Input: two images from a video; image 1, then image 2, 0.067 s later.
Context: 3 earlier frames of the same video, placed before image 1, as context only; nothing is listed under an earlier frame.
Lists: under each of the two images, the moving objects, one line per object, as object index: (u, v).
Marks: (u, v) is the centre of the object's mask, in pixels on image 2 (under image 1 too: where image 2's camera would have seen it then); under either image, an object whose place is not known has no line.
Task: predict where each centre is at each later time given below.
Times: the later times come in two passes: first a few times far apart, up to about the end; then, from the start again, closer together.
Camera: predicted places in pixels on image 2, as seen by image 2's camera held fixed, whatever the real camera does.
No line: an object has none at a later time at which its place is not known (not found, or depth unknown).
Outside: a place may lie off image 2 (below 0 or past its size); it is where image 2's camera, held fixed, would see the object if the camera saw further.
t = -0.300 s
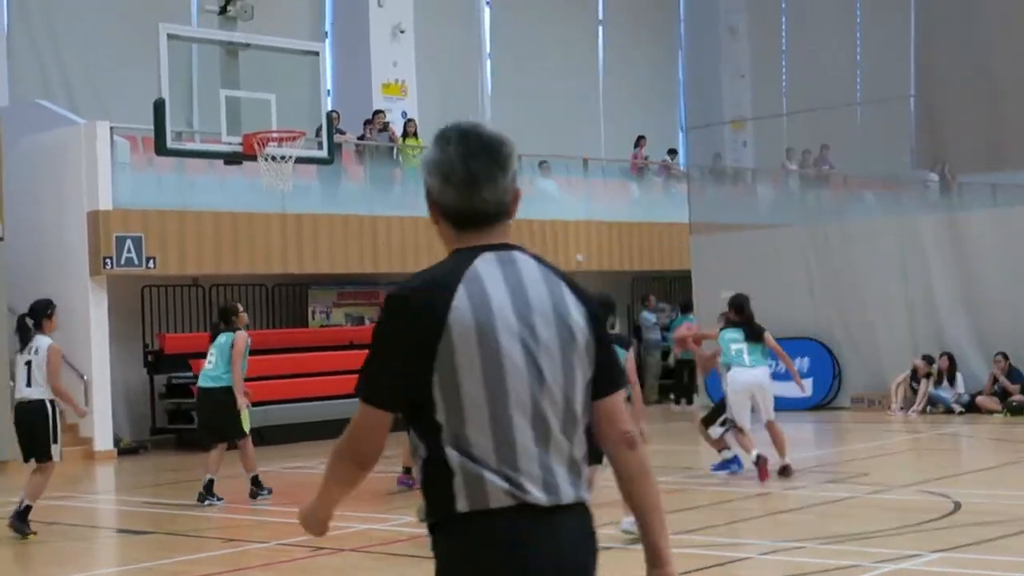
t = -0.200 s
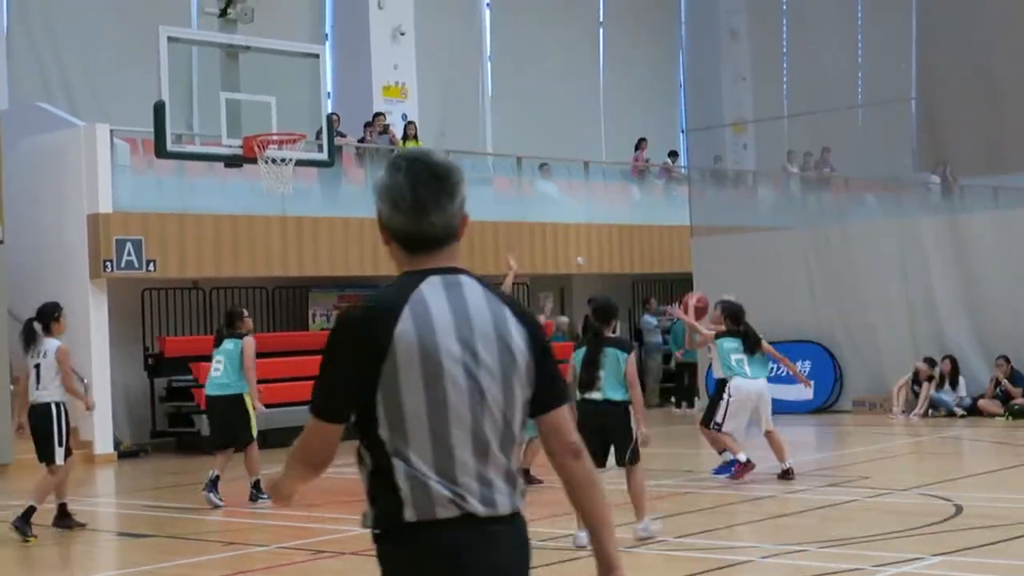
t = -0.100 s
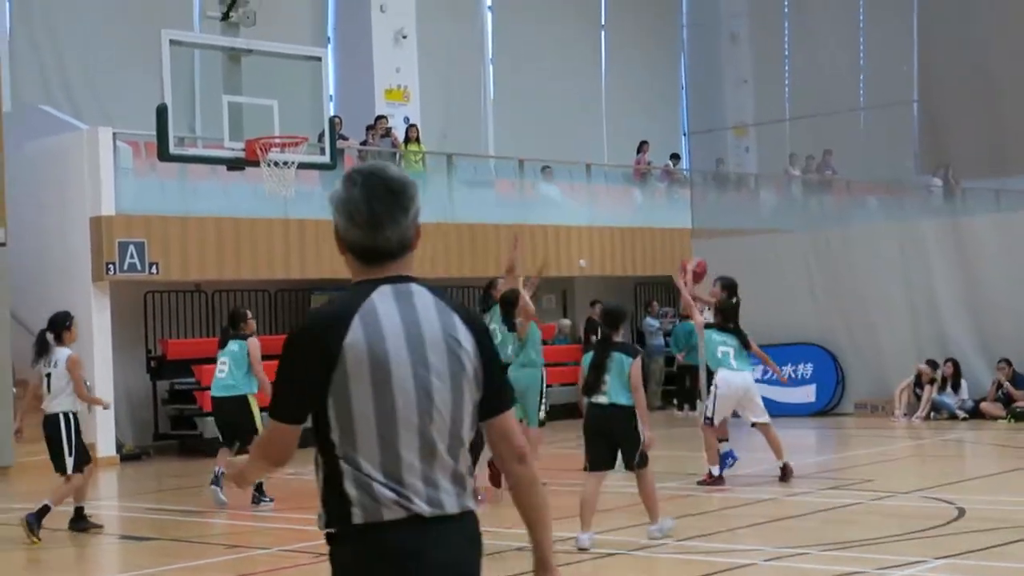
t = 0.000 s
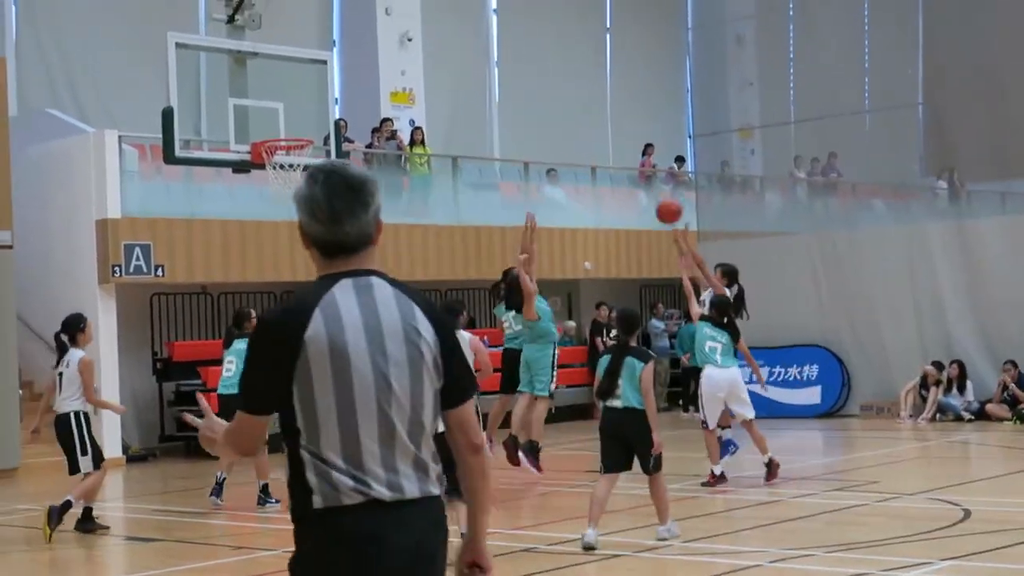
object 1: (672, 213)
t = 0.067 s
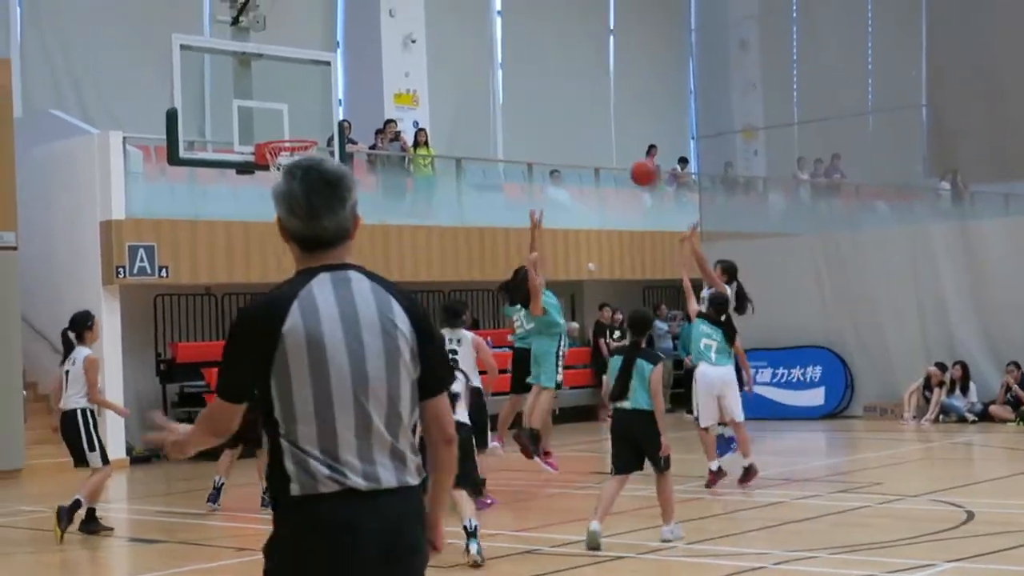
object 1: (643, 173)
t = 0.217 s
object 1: (580, 102)
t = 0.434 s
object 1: (493, 45)
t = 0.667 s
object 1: (404, 42)
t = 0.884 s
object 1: (324, 95)
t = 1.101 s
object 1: (269, 181)
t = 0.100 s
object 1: (629, 155)
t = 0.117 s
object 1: (622, 147)
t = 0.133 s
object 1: (615, 138)
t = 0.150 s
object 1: (609, 131)
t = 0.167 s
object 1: (602, 123)
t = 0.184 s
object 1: (594, 116)
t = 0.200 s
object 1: (587, 109)
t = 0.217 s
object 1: (580, 102)
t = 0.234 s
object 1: (574, 96)
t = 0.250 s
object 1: (567, 90)
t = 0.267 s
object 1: (560, 84)
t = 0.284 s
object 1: (553, 79)
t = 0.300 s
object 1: (546, 74)
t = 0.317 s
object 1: (540, 69)
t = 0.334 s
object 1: (533, 65)
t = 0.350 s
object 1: (527, 61)
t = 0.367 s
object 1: (520, 57)
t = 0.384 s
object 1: (514, 54)
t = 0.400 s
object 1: (507, 51)
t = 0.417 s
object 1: (500, 47)
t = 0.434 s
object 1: (493, 45)
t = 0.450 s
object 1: (486, 43)
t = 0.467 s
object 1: (480, 41)
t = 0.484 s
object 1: (474, 39)
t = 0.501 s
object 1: (467, 38)
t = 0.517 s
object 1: (461, 36)
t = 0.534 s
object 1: (454, 36)
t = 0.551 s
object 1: (448, 36)
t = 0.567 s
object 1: (441, 36)
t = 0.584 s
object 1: (435, 36)
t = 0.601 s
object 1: (429, 36)
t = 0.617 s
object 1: (422, 38)
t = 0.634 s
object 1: (416, 39)
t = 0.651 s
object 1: (410, 40)
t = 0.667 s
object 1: (404, 42)
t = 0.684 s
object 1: (397, 45)
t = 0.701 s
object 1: (391, 47)
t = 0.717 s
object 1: (385, 50)
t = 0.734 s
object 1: (379, 54)
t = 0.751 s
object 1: (372, 56)
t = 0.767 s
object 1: (366, 61)
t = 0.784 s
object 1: (360, 65)
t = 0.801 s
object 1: (355, 69)
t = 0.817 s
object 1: (349, 73)
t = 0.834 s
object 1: (342, 78)
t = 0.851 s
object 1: (336, 84)
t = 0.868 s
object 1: (329, 89)
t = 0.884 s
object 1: (324, 95)
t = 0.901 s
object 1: (318, 101)
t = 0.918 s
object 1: (312, 108)
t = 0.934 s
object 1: (306, 114)
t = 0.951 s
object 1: (300, 122)
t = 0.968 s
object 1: (294, 128)
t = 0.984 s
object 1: (288, 135)
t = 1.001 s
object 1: (281, 145)
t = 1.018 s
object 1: (278, 154)
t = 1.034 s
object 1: (272, 158)
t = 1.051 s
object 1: (269, 162)
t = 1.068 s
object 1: (270, 175)
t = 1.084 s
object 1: (270, 177)
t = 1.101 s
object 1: (269, 181)
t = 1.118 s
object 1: (268, 186)
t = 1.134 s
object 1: (268, 190)
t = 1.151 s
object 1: (267, 194)
